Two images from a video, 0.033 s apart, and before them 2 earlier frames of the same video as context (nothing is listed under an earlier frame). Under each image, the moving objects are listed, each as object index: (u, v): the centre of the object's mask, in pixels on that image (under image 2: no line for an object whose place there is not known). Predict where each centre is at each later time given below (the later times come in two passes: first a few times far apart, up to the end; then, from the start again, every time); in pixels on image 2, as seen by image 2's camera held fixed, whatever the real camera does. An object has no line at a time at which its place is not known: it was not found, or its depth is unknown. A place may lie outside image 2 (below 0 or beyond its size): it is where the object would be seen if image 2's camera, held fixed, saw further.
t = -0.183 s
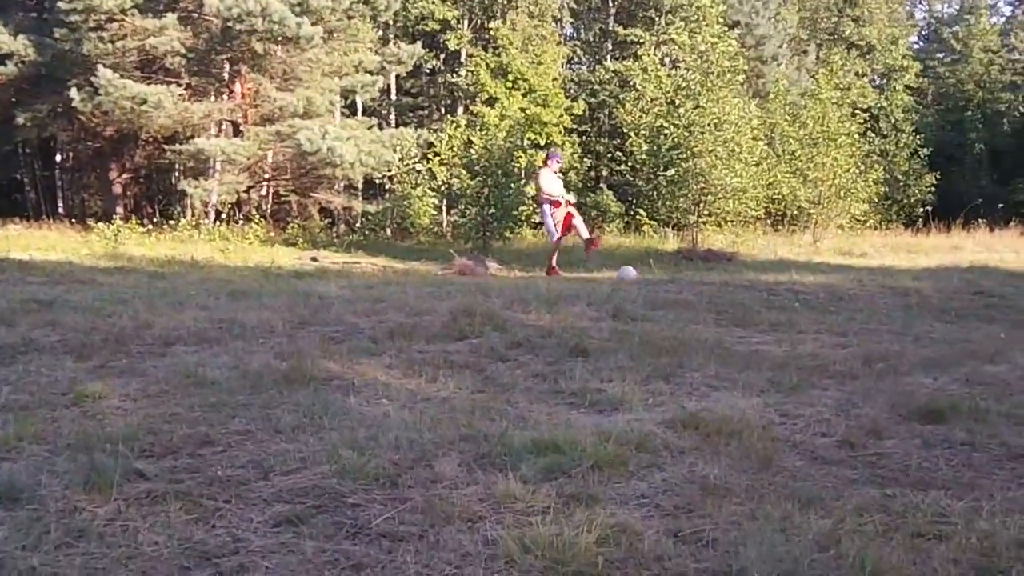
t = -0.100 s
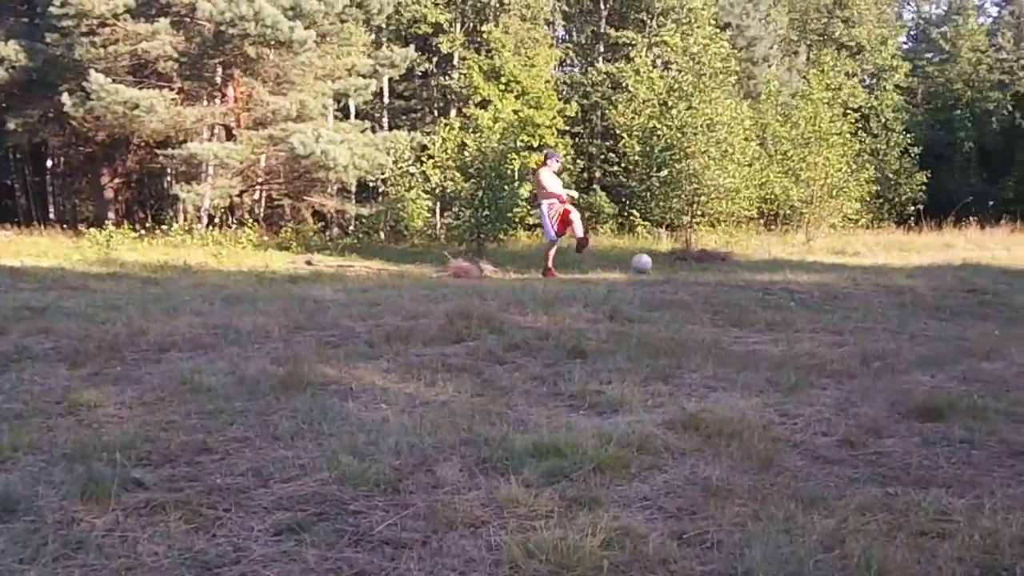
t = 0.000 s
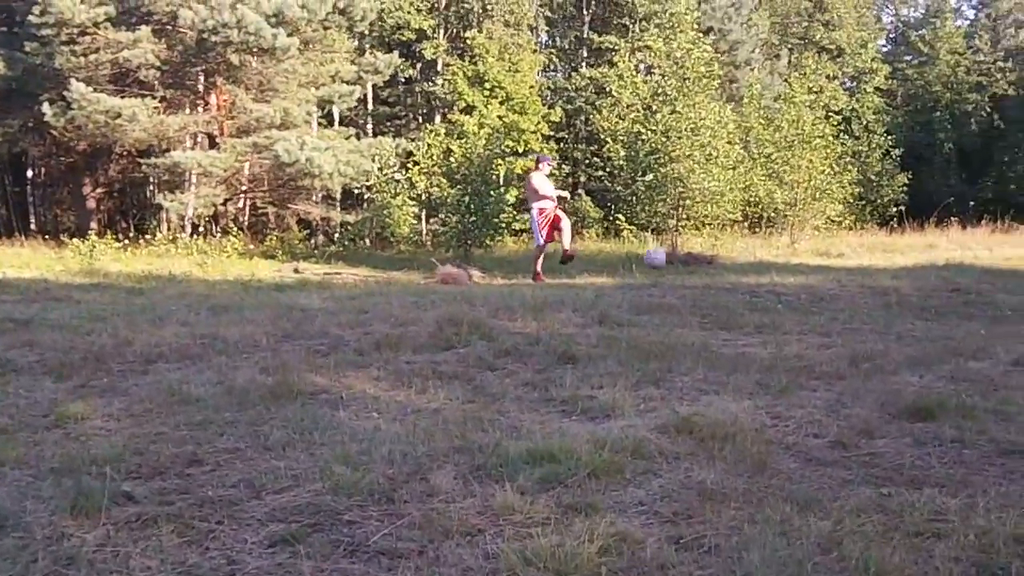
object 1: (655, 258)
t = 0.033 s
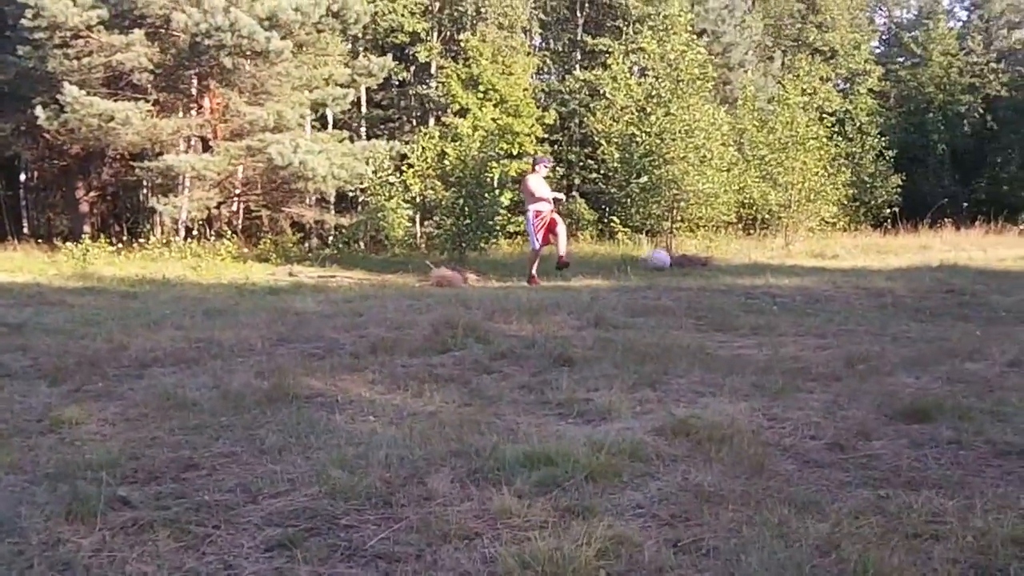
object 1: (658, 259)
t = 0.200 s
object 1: (711, 274)
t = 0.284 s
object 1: (741, 295)
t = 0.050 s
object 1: (663, 259)
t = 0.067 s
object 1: (668, 260)
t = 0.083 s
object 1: (673, 260)
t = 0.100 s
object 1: (678, 261)
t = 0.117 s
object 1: (684, 262)
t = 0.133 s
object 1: (689, 263)
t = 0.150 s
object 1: (695, 265)
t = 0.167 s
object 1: (700, 267)
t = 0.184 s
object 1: (706, 270)
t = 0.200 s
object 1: (711, 274)
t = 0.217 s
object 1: (716, 276)
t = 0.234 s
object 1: (721, 281)
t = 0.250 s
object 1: (728, 286)
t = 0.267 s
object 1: (735, 290)
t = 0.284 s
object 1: (741, 295)
